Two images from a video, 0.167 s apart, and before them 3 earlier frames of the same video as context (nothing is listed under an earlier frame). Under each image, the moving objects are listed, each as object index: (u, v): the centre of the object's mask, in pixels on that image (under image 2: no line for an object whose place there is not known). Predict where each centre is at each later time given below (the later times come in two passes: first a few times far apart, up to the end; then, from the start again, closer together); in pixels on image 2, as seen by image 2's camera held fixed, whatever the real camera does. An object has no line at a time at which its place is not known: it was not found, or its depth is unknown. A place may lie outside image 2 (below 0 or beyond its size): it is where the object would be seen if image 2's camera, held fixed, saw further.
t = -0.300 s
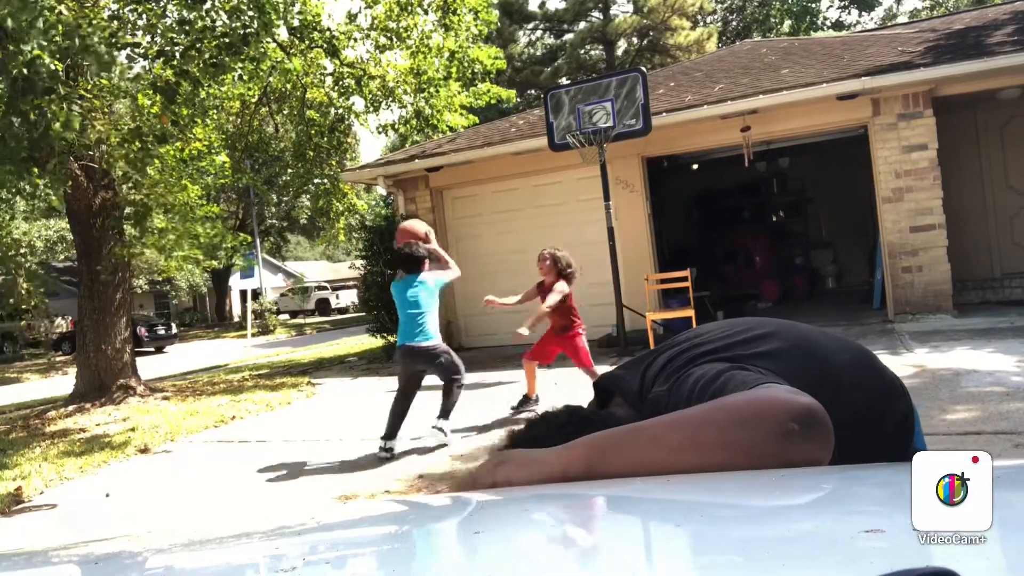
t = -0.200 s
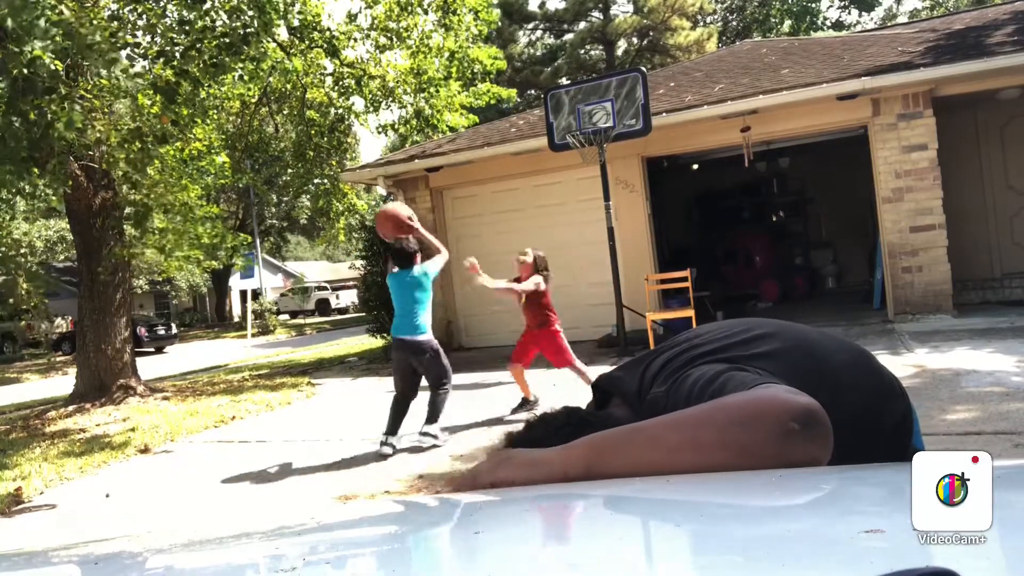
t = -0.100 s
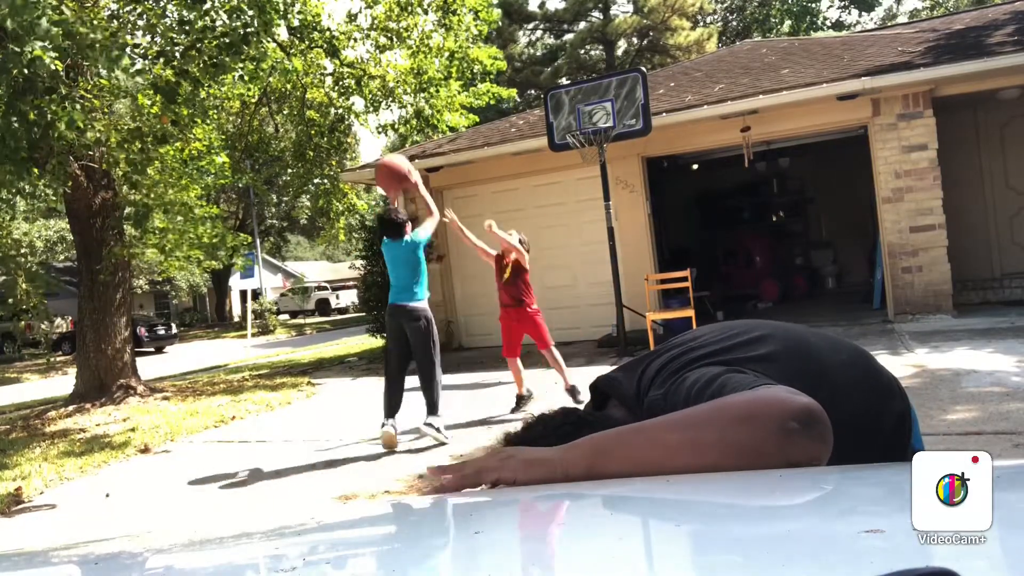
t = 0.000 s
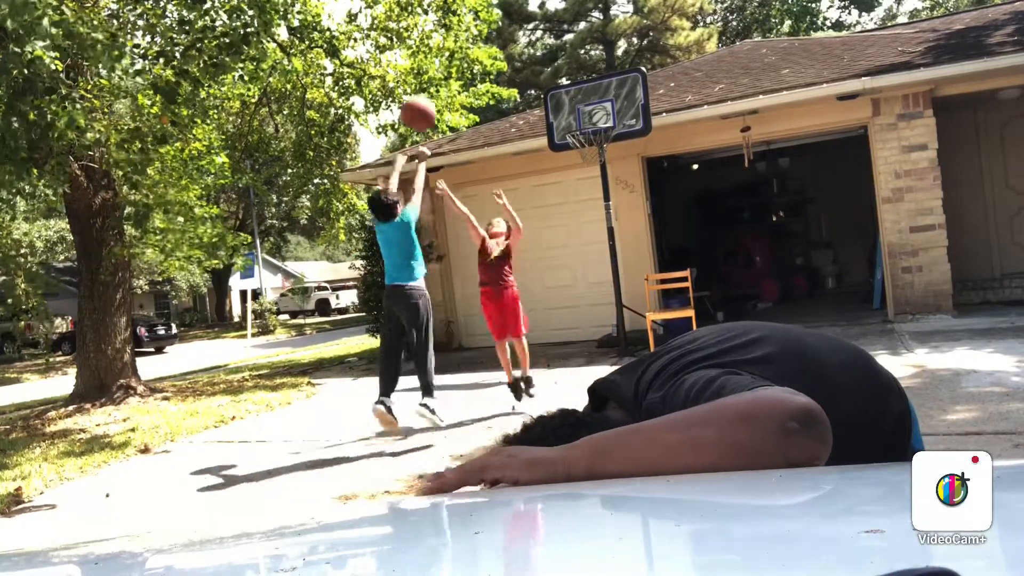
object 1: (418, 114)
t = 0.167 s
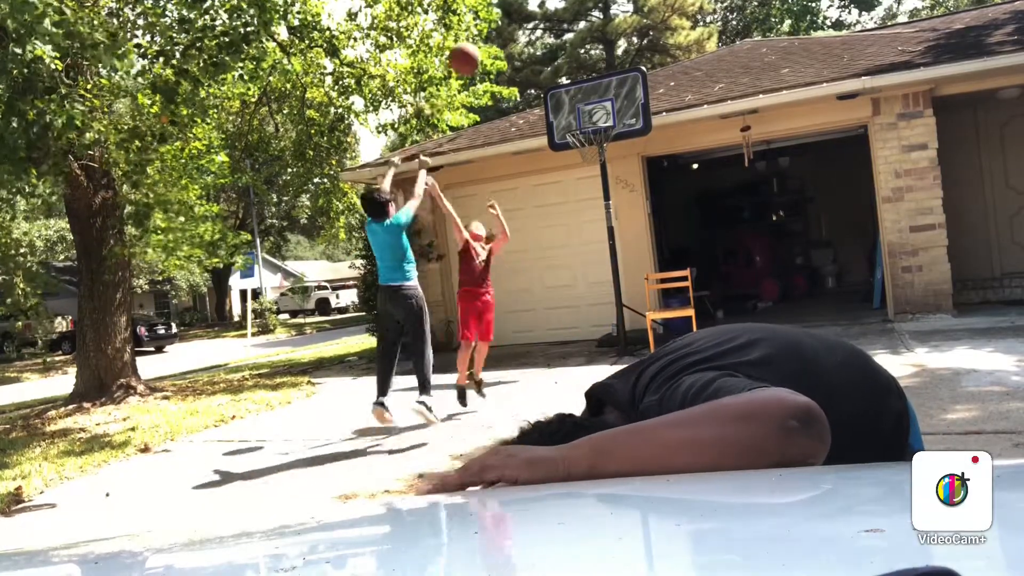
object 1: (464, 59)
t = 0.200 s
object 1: (473, 53)
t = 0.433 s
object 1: (526, 55)
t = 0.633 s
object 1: (571, 98)
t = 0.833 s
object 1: (600, 93)
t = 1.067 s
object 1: (630, 66)
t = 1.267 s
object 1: (668, 89)
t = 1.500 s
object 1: (722, 189)
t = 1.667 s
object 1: (772, 321)
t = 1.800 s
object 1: (797, 321)
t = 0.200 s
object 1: (473, 53)
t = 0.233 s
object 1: (481, 49)
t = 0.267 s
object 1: (490, 46)
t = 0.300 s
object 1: (498, 45)
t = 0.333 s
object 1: (506, 46)
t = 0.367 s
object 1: (514, 48)
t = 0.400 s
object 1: (520, 51)
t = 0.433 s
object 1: (526, 55)
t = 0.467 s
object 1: (537, 60)
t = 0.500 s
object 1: (543, 67)
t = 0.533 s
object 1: (551, 72)
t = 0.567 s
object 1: (558, 80)
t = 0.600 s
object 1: (565, 89)
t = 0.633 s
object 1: (571, 98)
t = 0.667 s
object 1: (577, 110)
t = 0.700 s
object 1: (584, 121)
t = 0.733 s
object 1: (587, 120)
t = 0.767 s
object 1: (592, 110)
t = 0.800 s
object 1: (595, 102)
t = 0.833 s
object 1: (600, 93)
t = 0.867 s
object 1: (604, 87)
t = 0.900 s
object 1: (607, 81)
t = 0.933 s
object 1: (611, 74)
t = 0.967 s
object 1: (616, 71)
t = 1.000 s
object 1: (621, 68)
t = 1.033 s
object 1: (625, 67)
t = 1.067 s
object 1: (630, 66)
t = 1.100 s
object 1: (636, 66)
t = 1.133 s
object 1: (643, 68)
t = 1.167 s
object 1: (648, 71)
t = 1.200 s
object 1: (654, 76)
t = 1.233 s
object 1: (661, 82)
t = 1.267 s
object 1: (668, 89)
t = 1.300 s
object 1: (674, 98)
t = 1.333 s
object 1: (681, 109)
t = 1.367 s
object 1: (689, 121)
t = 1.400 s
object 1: (697, 135)
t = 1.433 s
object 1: (705, 151)
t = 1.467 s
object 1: (714, 169)
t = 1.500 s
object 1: (722, 189)
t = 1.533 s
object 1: (731, 210)
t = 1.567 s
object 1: (741, 235)
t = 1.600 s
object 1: (751, 261)
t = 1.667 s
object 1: (772, 321)
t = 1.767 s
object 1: (795, 338)
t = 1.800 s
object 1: (797, 321)
